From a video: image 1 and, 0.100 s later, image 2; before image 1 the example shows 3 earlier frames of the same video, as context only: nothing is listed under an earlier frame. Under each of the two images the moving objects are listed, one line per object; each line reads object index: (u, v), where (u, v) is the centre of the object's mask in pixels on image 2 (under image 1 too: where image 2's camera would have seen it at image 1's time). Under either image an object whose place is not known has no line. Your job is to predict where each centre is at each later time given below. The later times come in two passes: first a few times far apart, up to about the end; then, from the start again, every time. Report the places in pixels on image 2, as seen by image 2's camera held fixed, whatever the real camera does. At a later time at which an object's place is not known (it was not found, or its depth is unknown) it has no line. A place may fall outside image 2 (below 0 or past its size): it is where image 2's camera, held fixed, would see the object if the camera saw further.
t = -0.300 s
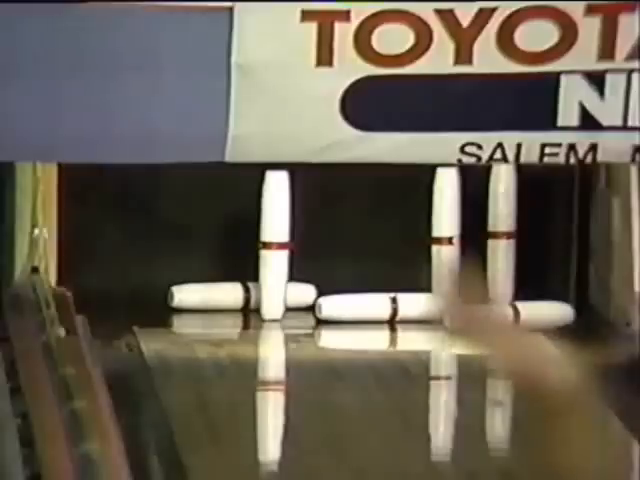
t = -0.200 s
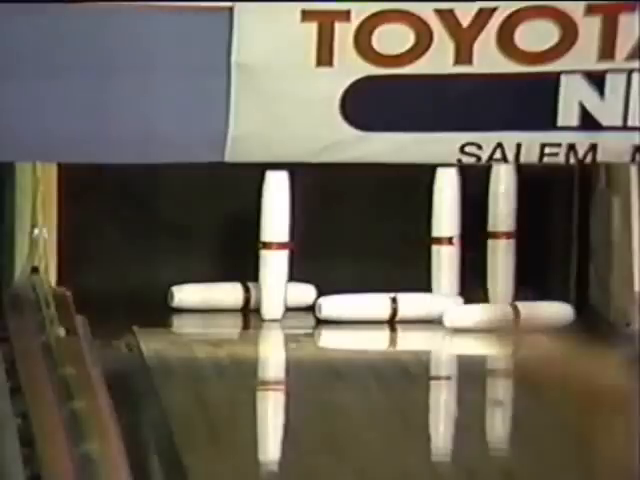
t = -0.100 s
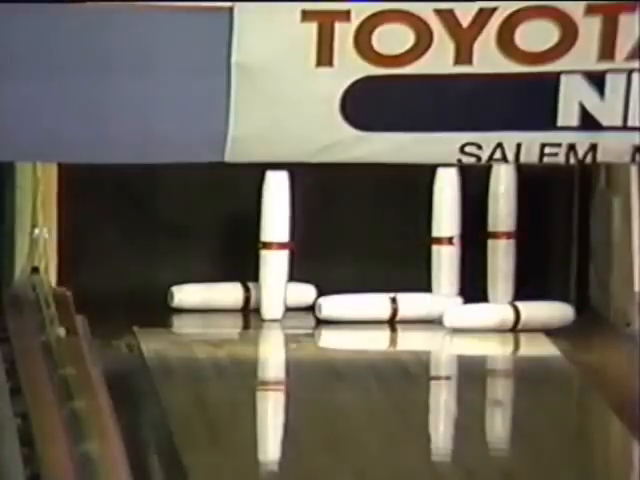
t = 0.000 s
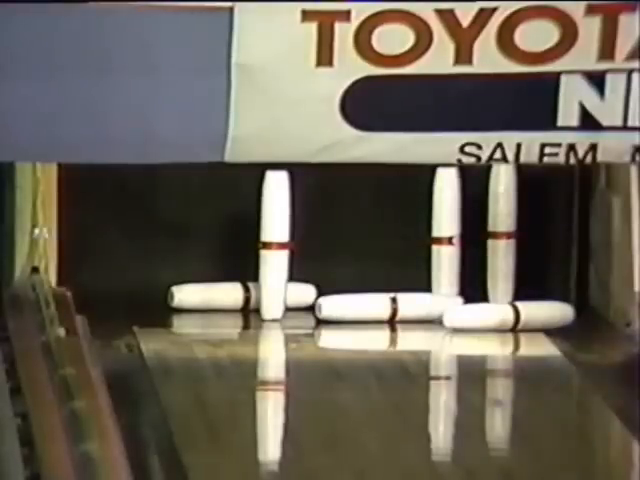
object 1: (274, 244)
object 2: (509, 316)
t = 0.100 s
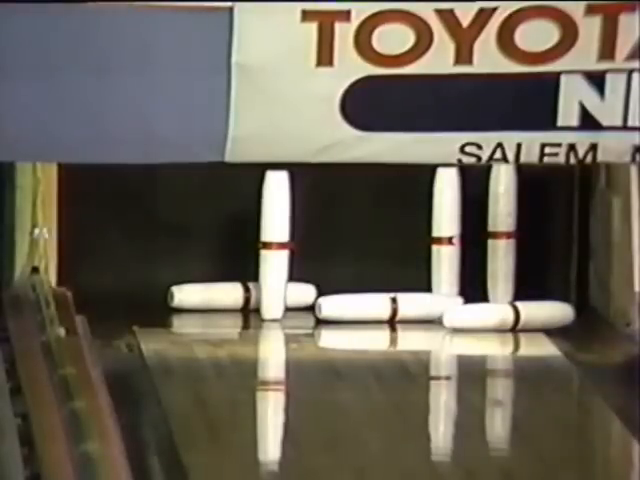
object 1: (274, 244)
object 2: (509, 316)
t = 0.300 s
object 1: (274, 244)
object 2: (509, 316)
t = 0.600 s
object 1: (274, 229)
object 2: (509, 316)
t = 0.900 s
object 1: (283, 230)
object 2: (509, 316)
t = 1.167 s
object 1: (320, 209)
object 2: (511, 315)
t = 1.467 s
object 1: (356, 245)
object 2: (509, 316)
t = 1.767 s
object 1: (375, 286)
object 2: (510, 316)
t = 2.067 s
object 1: (379, 292)
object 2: (510, 316)
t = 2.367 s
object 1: (387, 299)
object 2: (509, 316)
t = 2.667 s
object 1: (400, 301)
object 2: (509, 316)
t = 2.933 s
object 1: (409, 302)
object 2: (517, 316)
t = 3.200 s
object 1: (417, 302)
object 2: (527, 317)
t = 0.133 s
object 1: (274, 244)
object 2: (509, 316)
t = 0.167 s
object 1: (274, 244)
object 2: (509, 316)
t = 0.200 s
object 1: (274, 244)
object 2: (509, 316)
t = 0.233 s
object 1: (274, 244)
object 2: (509, 316)
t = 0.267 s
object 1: (274, 244)
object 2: (509, 316)
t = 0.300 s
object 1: (274, 244)
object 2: (509, 316)
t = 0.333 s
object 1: (274, 244)
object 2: (509, 316)
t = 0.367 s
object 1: (274, 244)
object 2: (509, 316)
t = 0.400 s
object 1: (274, 244)
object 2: (509, 316)
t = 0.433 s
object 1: (274, 244)
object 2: (509, 316)
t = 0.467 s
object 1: (274, 244)
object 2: (509, 316)
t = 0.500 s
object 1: (274, 244)
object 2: (509, 316)
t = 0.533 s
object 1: (274, 243)
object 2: (509, 316)
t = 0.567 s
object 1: (274, 237)
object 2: (509, 316)
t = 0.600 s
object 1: (274, 229)
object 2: (509, 316)
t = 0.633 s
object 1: (276, 224)
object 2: (509, 316)
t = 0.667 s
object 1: (247, 231)
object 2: (509, 316)
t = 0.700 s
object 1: (262, 226)
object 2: (509, 316)
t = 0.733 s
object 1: (259, 213)
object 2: (509, 316)
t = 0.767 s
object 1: (263, 223)
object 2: (509, 316)
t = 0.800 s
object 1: (272, 218)
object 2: (509, 316)
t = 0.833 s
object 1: (275, 222)
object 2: (509, 316)
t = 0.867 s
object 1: (278, 233)
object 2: (509, 316)
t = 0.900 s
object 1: (283, 230)
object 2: (509, 316)
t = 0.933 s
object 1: (290, 253)
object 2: (509, 316)
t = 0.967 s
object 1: (290, 248)
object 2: (509, 316)
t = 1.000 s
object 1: (294, 230)
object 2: (509, 316)
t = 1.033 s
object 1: (298, 215)
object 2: (509, 316)
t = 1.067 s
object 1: (303, 201)
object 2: (509, 316)
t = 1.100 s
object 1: (309, 197)
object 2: (509, 316)
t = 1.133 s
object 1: (315, 202)
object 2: (509, 316)
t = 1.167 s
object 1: (320, 209)
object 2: (511, 315)
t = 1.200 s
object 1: (323, 216)
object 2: (509, 315)
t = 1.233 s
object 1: (325, 224)
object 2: (509, 316)
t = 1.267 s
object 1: (328, 230)
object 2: (509, 316)
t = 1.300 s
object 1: (332, 232)
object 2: (509, 316)
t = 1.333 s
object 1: (337, 229)
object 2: (509, 316)
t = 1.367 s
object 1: (341, 230)
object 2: (509, 316)
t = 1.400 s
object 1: (346, 232)
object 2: (509, 316)
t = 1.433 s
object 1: (351, 237)
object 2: (509, 316)
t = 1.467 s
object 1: (356, 245)
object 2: (509, 316)
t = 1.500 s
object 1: (363, 258)
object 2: (509, 316)
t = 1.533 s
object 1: (367, 278)
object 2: (509, 316)
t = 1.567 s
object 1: (369, 276)
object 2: (509, 316)
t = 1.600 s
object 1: (369, 277)
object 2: (509, 316)
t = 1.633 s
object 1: (370, 280)
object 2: (509, 316)
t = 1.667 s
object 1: (373, 281)
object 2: (509, 316)
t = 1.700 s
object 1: (374, 281)
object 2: (509, 316)
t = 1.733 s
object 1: (374, 284)
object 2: (509, 316)
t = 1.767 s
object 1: (375, 286)
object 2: (510, 316)
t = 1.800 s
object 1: (374, 288)
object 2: (509, 316)
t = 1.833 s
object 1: (367, 290)
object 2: (509, 316)
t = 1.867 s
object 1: (368, 287)
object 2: (509, 316)
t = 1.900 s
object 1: (370, 285)
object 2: (509, 316)
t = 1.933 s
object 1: (372, 286)
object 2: (509, 316)
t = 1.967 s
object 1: (374, 289)
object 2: (509, 316)
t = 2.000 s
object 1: (377, 293)
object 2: (509, 316)
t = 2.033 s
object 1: (379, 292)
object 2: (509, 316)
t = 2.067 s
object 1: (379, 292)
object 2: (510, 316)
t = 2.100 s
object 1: (380, 294)
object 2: (509, 316)
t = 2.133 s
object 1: (380, 292)
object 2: (509, 316)
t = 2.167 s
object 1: (382, 290)
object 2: (510, 316)
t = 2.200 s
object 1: (383, 290)
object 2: (510, 316)
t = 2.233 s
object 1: (385, 292)
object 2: (510, 316)
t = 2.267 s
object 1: (384, 296)
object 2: (510, 316)
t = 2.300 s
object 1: (385, 296)
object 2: (509, 316)
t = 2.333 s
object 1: (386, 299)
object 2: (509, 316)
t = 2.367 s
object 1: (387, 299)
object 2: (509, 316)
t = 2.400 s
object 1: (389, 299)
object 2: (509, 316)
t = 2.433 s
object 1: (390, 300)
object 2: (509, 316)
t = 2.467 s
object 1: (391, 300)
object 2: (509, 316)
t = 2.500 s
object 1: (392, 300)
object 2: (508, 316)
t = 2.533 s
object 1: (394, 301)
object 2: (508, 316)
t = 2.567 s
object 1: (396, 301)
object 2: (508, 316)
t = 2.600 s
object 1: (397, 301)
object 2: (508, 316)
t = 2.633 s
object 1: (398, 301)
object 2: (509, 316)
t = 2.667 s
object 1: (400, 301)
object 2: (509, 316)
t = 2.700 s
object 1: (401, 302)
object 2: (509, 316)
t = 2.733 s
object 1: (402, 302)
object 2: (509, 316)
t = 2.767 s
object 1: (403, 302)
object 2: (510, 316)
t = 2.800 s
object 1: (404, 302)
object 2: (510, 316)
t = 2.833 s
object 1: (406, 302)
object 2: (512, 316)
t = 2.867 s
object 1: (407, 302)
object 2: (514, 316)
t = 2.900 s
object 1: (408, 302)
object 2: (515, 316)
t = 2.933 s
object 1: (409, 302)
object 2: (517, 316)
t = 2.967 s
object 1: (410, 302)
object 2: (518, 316)
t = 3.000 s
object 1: (411, 303)
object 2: (520, 316)
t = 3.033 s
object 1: (412, 302)
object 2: (521, 316)
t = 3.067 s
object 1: (413, 303)
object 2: (522, 316)
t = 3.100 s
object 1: (414, 303)
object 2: (524, 316)
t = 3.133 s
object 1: (415, 303)
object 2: (525, 317)
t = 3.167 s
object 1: (416, 302)
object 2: (526, 317)
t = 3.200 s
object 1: (417, 302)
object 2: (527, 317)
